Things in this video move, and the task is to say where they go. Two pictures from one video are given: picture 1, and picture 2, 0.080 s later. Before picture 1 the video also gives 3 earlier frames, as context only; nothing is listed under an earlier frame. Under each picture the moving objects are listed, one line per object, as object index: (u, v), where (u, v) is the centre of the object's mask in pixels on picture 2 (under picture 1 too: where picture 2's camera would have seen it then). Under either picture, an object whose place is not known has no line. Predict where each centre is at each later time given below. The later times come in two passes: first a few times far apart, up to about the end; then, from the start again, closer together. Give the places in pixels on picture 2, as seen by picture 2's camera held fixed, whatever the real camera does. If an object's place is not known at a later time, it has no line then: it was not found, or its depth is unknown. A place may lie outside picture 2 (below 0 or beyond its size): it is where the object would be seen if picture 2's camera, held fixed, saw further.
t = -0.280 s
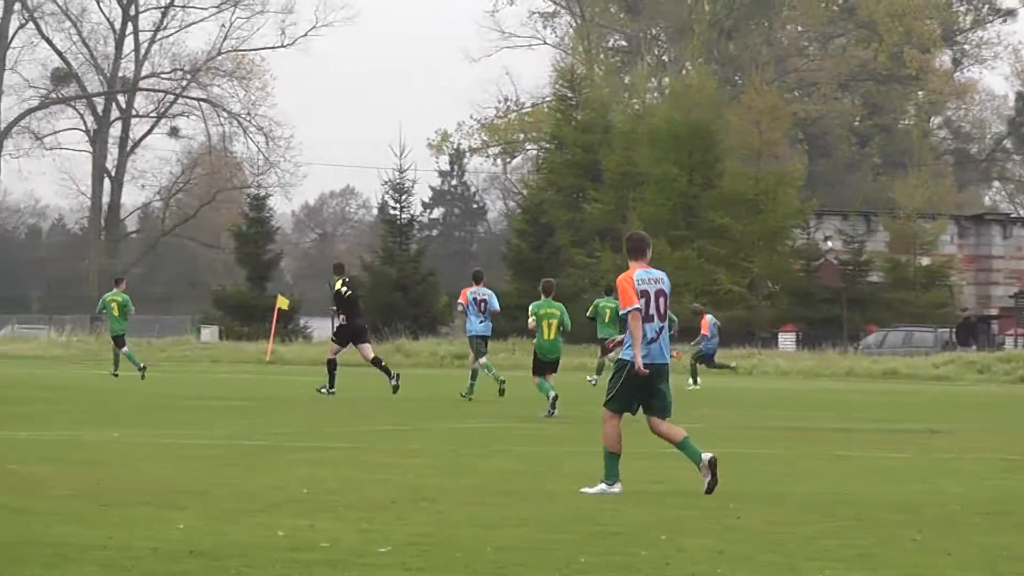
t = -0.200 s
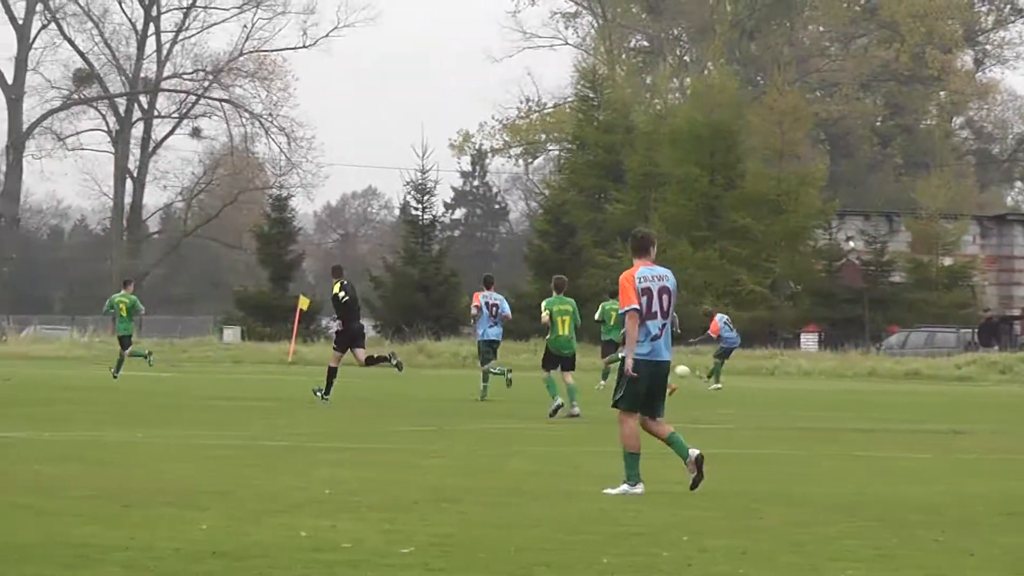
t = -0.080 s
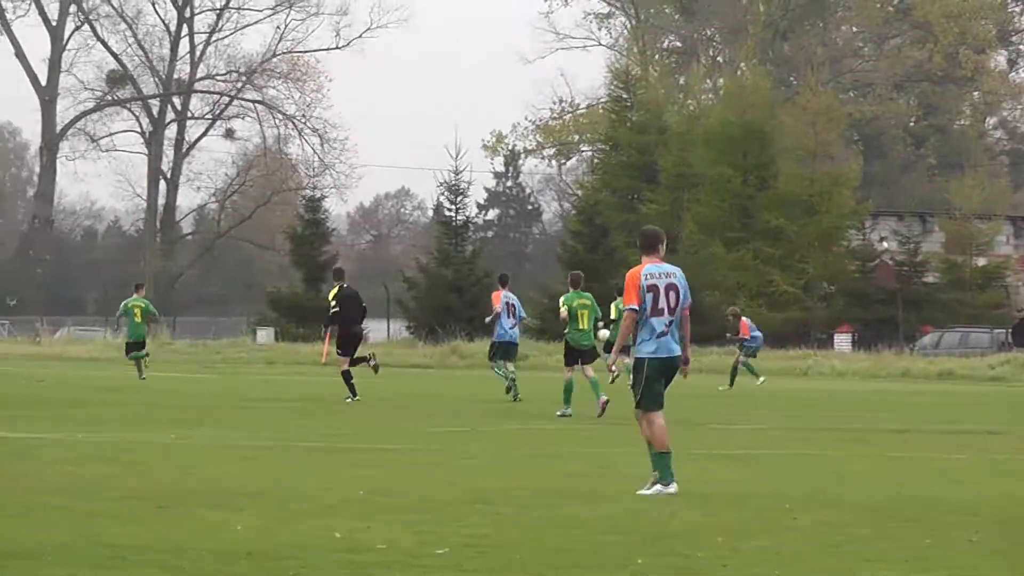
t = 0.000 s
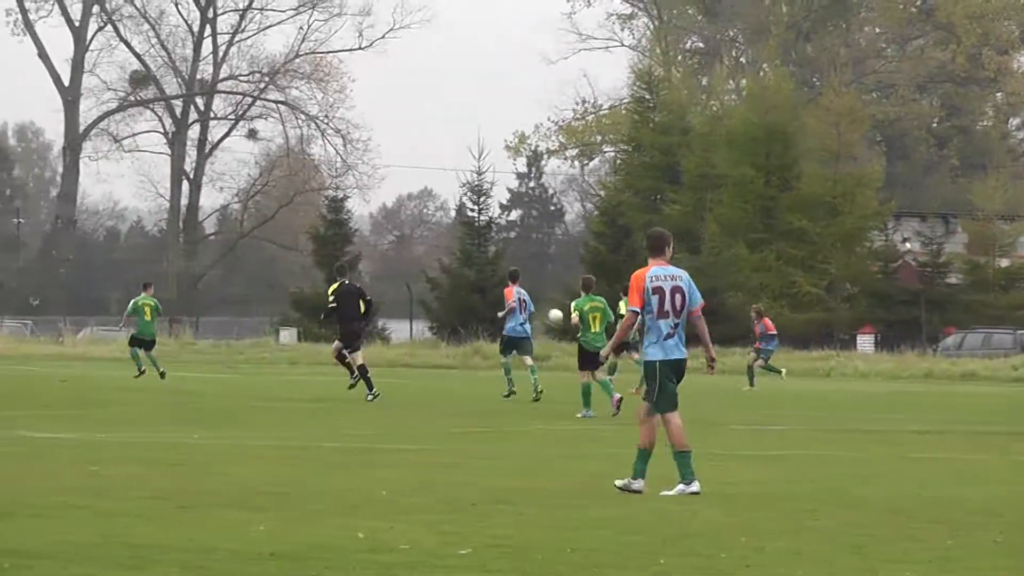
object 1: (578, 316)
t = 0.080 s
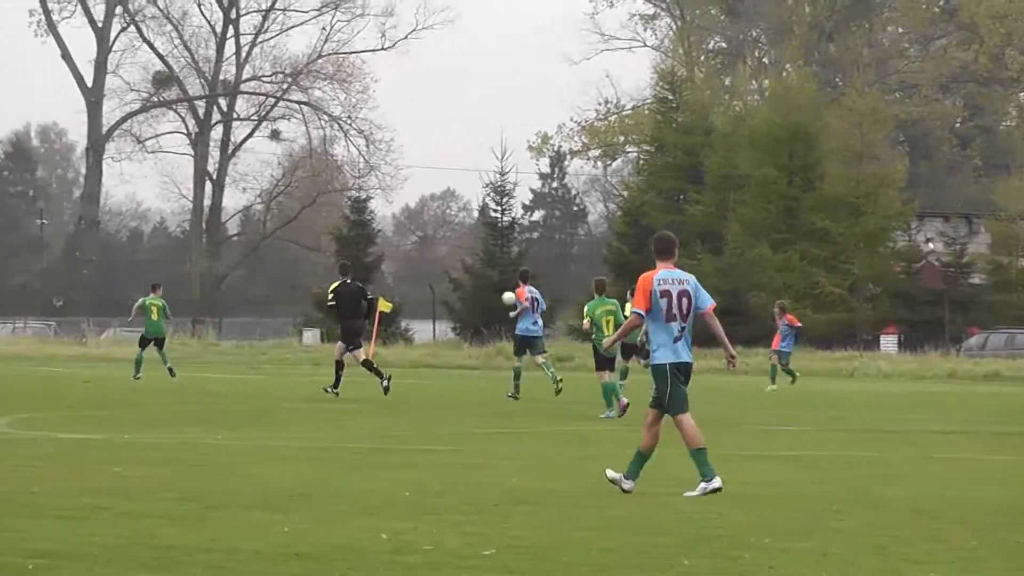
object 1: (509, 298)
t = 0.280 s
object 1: (342, 265)
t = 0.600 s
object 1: (81, 241)
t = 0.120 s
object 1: (475, 290)
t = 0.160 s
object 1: (441, 282)
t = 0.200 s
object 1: (408, 275)
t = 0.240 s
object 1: (375, 270)
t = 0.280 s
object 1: (342, 265)
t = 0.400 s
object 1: (245, 251)
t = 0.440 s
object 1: (212, 248)
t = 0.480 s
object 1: (180, 245)
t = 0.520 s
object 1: (147, 243)
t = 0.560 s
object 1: (114, 242)
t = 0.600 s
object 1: (81, 241)
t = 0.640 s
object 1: (47, 242)
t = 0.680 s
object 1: (13, 243)
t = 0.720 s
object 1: (-21, 244)
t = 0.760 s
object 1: (-54, 247)
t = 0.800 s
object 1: (-89, 251)
